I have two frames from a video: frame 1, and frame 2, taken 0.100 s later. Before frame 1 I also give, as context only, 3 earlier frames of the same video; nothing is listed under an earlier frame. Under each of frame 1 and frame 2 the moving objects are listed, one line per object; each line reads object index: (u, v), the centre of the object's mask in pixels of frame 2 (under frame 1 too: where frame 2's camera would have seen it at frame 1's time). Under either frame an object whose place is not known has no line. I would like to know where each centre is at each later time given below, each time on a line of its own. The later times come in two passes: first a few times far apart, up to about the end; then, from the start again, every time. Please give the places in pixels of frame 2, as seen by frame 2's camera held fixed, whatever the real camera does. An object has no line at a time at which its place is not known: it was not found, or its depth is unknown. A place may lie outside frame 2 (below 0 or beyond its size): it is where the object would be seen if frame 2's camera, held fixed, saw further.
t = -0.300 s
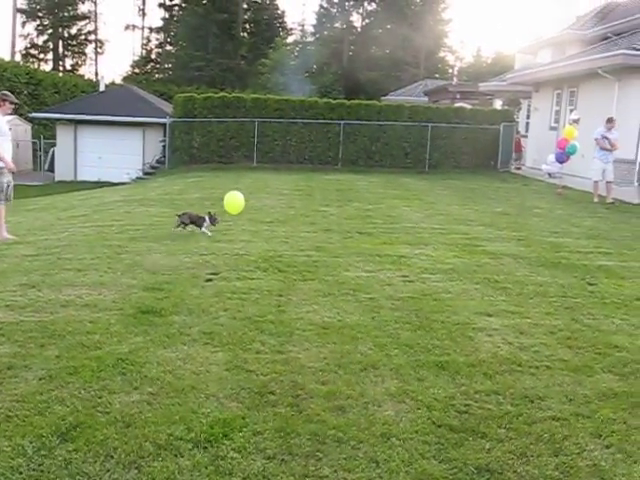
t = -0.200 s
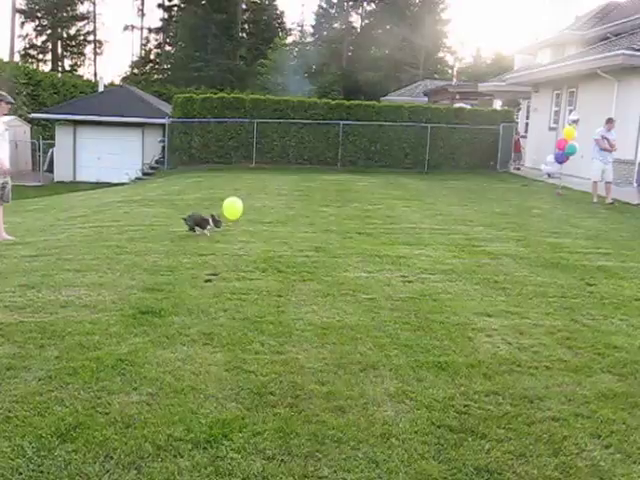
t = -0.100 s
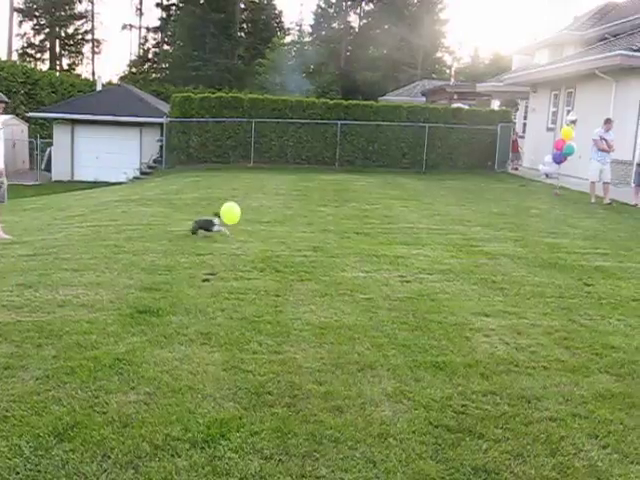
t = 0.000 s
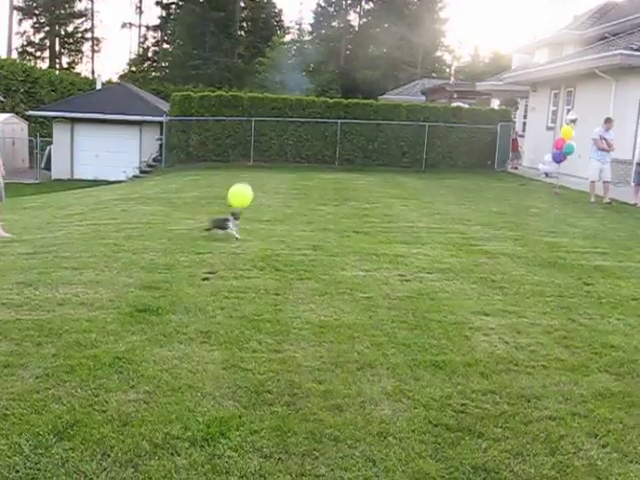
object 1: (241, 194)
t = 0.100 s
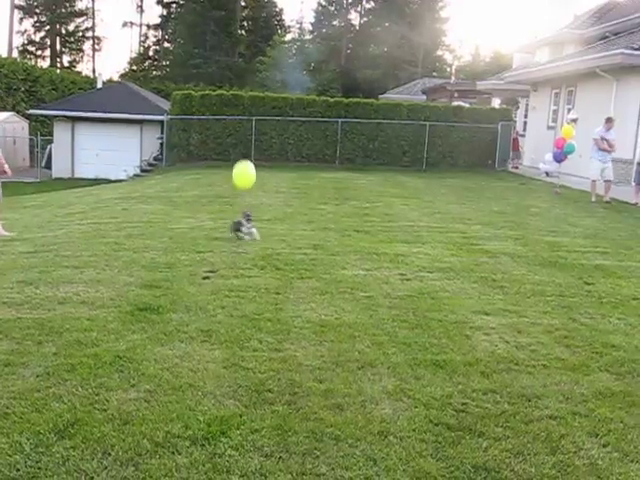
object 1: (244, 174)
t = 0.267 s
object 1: (235, 147)
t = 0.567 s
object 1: (224, 119)
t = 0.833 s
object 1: (225, 116)
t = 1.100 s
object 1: (228, 126)
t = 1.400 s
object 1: (232, 149)
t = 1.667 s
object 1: (236, 182)
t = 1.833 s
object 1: (237, 205)
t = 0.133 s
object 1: (243, 168)
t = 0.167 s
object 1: (241, 161)
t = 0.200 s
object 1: (239, 156)
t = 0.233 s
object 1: (237, 152)
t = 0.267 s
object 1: (235, 147)
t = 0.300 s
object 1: (234, 142)
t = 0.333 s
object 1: (232, 138)
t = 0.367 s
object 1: (230, 134)
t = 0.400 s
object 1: (229, 131)
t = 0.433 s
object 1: (228, 128)
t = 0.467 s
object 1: (227, 125)
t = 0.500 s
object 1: (226, 123)
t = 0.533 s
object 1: (225, 121)
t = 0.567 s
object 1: (224, 119)
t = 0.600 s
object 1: (224, 118)
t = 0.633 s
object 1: (224, 116)
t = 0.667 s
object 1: (224, 116)
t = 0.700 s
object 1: (224, 115)
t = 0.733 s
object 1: (224, 115)
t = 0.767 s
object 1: (224, 115)
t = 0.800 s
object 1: (225, 115)
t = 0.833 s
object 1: (225, 116)
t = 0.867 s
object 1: (225, 116)
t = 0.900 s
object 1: (225, 117)
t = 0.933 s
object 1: (226, 118)
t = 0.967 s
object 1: (226, 119)
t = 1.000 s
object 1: (226, 120)
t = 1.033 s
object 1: (227, 122)
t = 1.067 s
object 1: (227, 124)
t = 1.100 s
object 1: (228, 126)
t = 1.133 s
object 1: (228, 128)
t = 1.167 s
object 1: (228, 130)
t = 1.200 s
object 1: (229, 132)
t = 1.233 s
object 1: (229, 135)
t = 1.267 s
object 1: (230, 137)
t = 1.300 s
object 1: (230, 140)
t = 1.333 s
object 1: (231, 143)
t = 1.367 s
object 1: (231, 146)
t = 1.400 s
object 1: (232, 149)
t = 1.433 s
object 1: (233, 153)
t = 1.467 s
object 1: (233, 156)
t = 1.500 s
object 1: (233, 160)
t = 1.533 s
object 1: (234, 164)
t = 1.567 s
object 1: (235, 168)
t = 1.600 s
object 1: (235, 172)
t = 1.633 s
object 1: (236, 177)
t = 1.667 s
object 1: (236, 182)
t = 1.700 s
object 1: (236, 186)
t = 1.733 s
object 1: (236, 191)
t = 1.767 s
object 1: (236, 195)
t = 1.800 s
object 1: (237, 200)
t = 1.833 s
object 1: (237, 205)
